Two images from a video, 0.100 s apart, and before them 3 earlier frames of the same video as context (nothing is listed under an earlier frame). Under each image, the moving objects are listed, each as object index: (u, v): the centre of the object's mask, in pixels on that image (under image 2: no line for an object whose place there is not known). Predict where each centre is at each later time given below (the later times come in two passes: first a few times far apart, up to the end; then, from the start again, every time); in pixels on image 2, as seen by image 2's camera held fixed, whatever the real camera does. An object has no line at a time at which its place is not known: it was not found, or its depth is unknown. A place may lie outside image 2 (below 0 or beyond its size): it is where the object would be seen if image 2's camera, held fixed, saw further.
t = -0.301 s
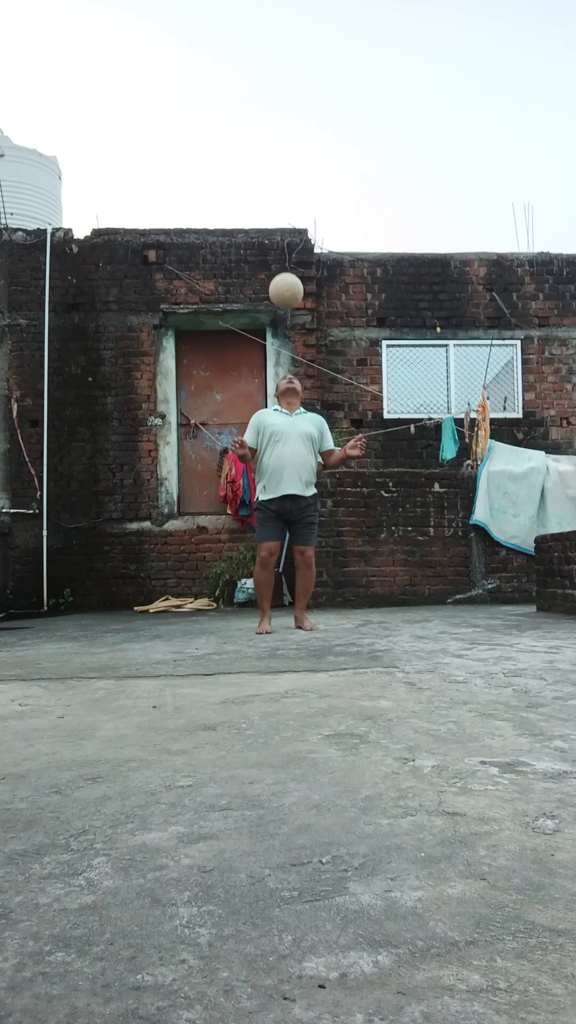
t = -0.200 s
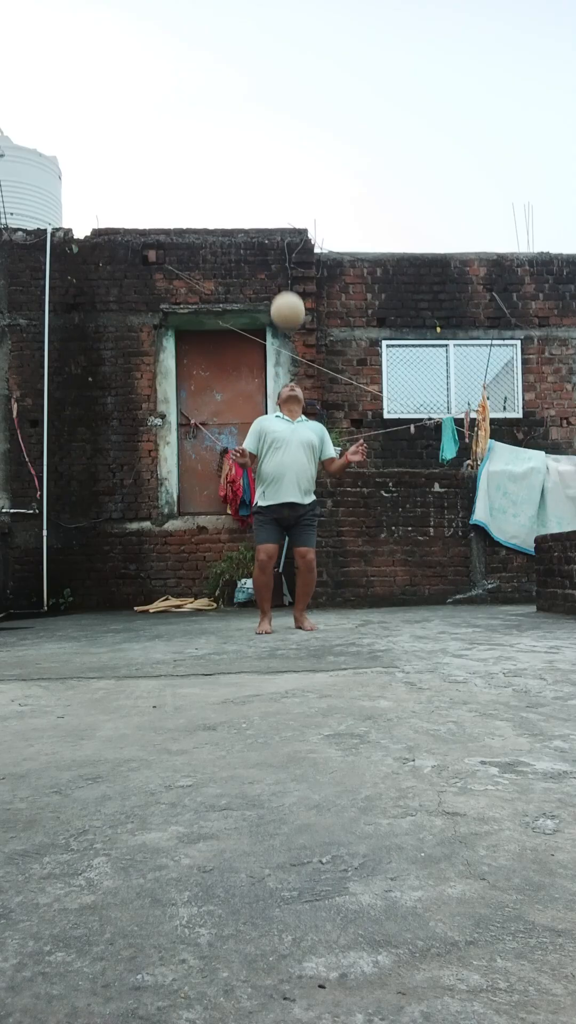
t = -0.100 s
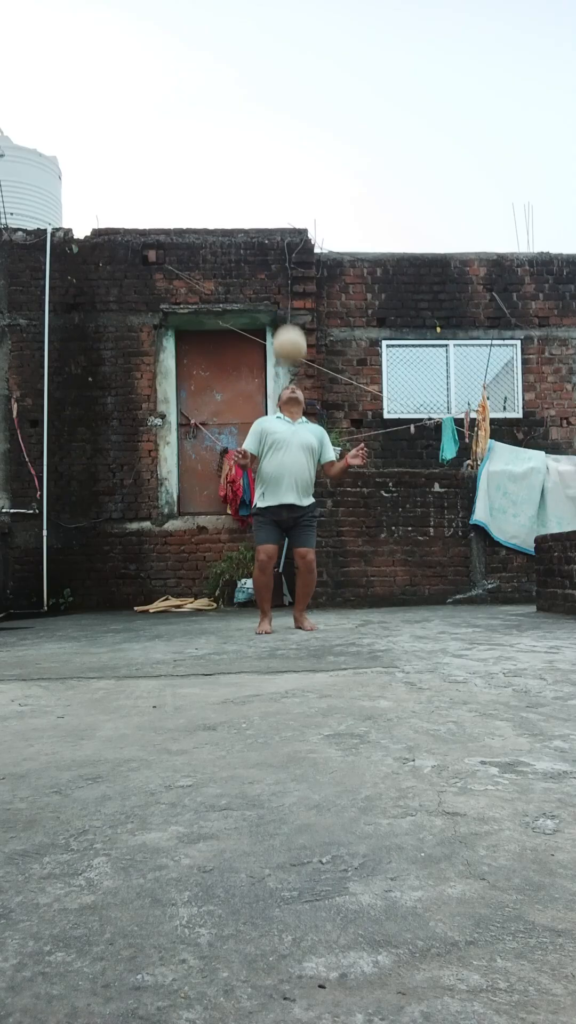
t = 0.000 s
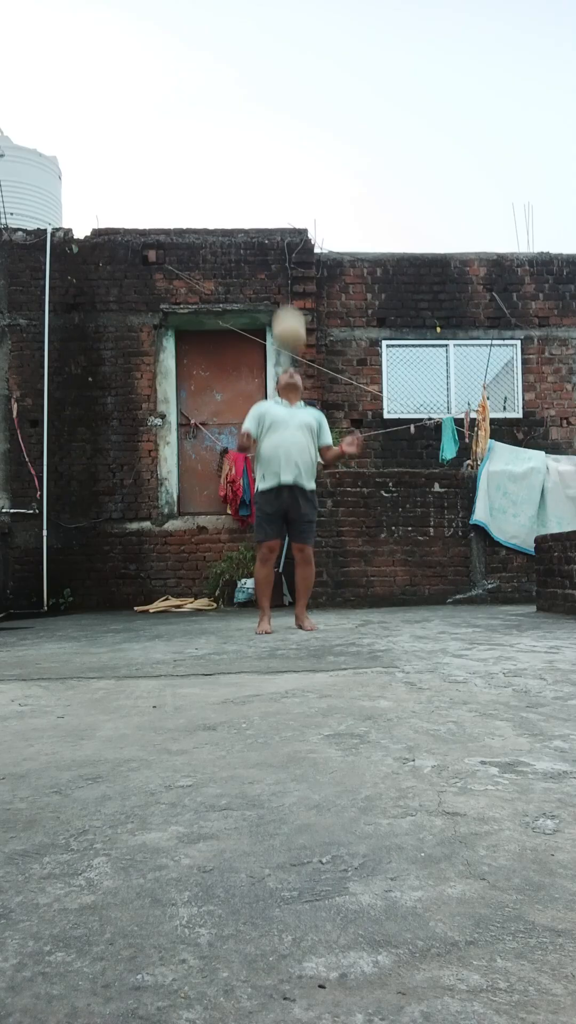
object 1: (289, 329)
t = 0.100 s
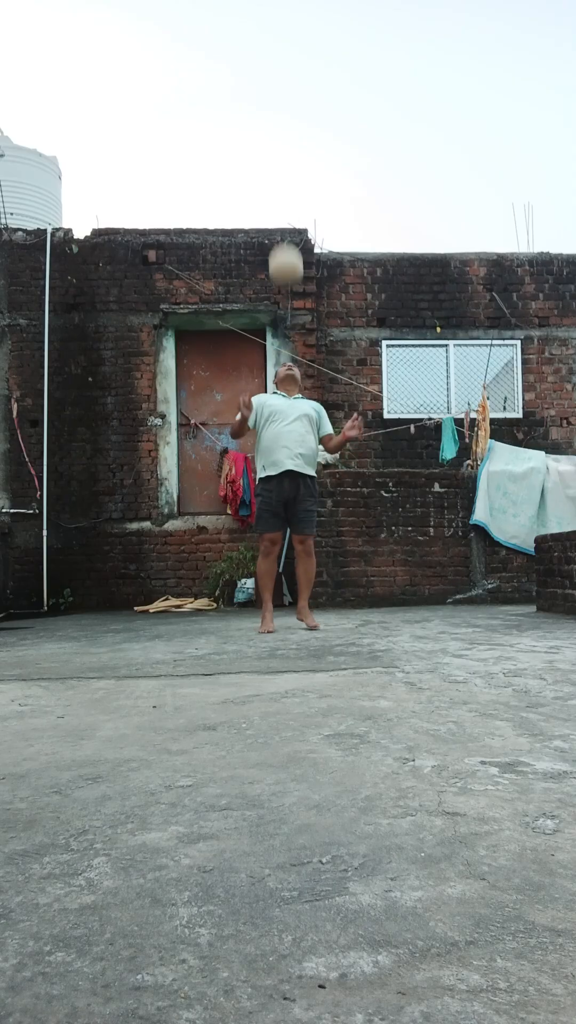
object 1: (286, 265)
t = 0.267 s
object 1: (282, 193)
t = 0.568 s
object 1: (277, 169)
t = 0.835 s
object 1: (276, 263)
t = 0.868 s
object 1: (276, 281)
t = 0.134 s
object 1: (285, 247)
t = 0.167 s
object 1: (284, 233)
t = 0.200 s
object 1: (284, 218)
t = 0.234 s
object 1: (282, 203)
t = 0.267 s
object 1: (282, 193)
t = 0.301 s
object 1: (281, 184)
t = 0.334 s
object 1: (280, 176)
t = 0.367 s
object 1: (280, 170)
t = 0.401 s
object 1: (279, 166)
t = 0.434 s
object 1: (279, 163)
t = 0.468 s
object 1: (278, 162)
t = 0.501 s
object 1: (278, 163)
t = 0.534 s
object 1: (278, 165)
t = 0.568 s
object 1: (277, 169)
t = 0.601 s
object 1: (277, 174)
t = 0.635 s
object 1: (277, 181)
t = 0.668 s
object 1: (276, 190)
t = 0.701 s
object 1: (276, 201)
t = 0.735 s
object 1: (276, 212)
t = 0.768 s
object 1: (276, 230)
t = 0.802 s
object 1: (276, 246)
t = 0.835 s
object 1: (276, 263)
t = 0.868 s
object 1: (276, 281)
